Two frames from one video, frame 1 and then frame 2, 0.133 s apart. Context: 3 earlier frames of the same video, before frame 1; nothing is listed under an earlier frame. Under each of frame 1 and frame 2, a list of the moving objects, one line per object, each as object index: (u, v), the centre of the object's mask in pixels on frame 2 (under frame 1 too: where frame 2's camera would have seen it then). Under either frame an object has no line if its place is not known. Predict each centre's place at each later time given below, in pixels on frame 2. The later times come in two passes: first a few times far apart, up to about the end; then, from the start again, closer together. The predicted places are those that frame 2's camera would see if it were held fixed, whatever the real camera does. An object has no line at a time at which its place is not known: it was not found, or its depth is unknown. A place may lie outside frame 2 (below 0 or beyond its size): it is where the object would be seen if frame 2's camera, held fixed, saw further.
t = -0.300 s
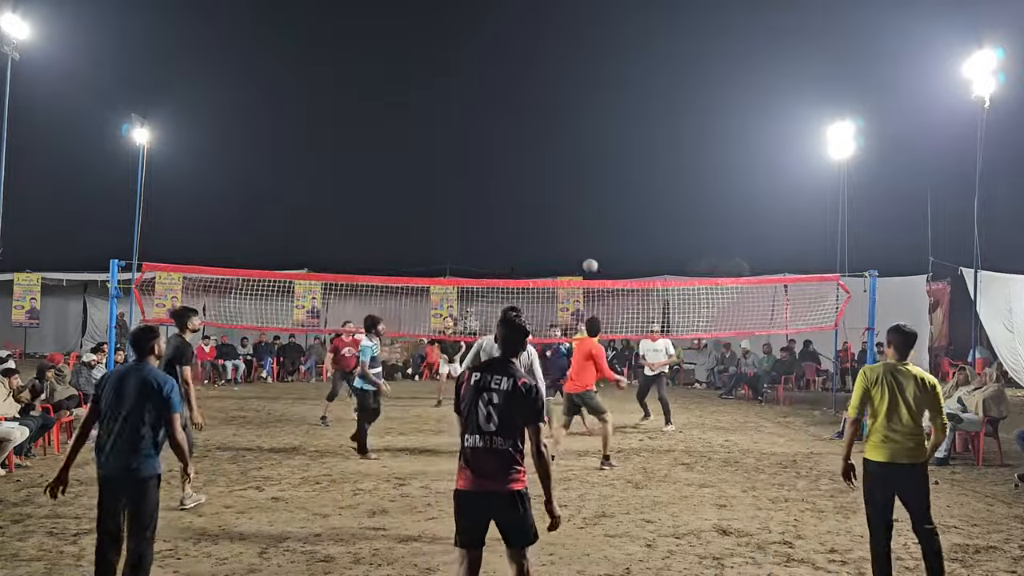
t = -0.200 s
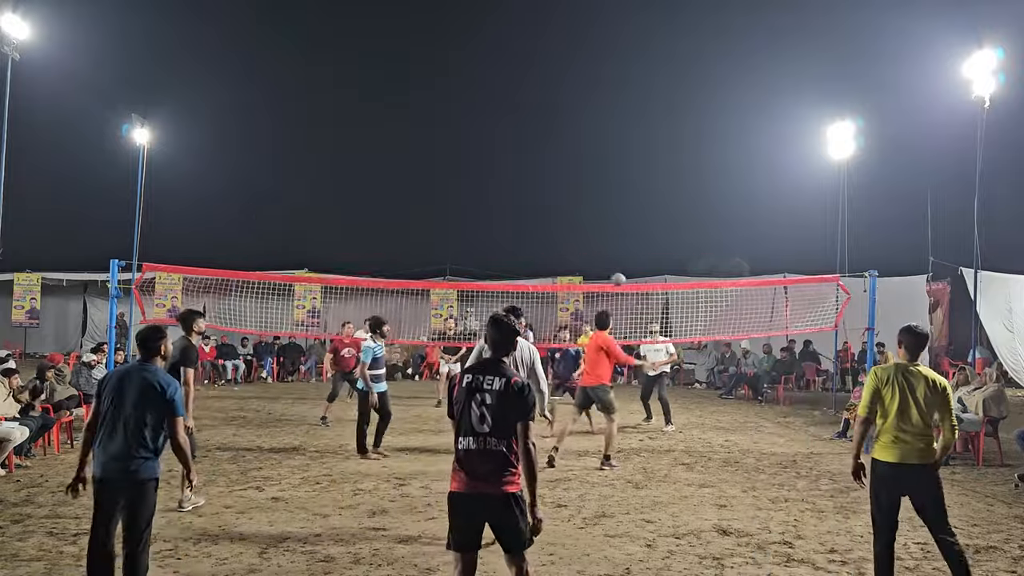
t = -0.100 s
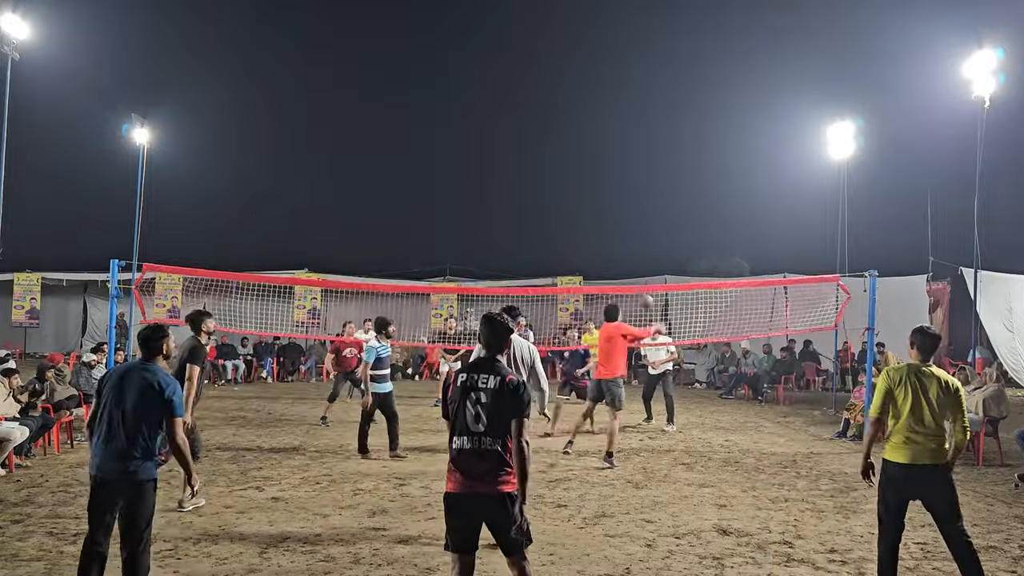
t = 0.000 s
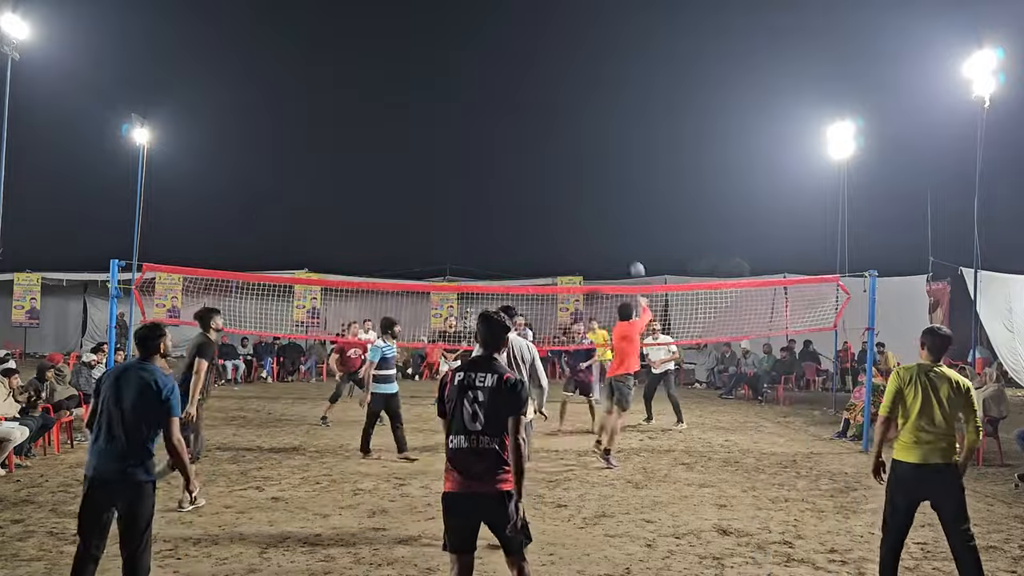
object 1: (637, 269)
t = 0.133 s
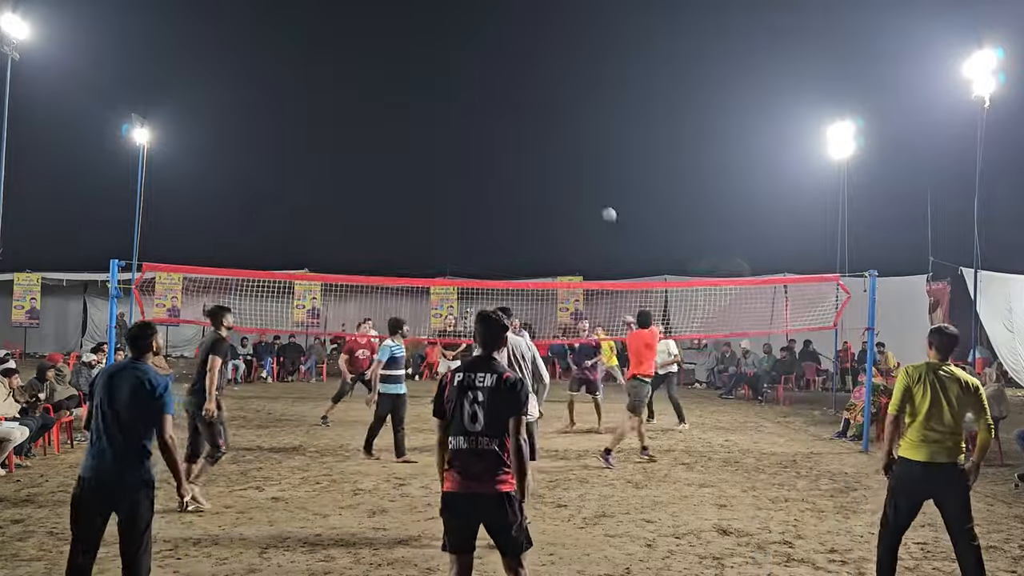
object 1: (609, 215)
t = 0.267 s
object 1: (585, 178)
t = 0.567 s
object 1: (540, 149)
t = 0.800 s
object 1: (512, 166)
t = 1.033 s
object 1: (489, 207)
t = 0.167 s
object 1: (603, 204)
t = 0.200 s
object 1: (597, 194)
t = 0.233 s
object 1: (591, 185)
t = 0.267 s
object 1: (585, 178)
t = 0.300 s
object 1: (579, 171)
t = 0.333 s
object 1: (574, 165)
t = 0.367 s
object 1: (569, 161)
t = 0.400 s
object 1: (563, 157)
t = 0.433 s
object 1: (558, 154)
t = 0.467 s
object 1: (553, 152)
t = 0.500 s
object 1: (549, 150)
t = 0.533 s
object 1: (544, 149)
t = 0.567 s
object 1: (540, 149)
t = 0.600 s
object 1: (536, 149)
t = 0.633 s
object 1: (531, 151)
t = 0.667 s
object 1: (527, 153)
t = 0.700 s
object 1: (523, 155)
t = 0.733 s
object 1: (519, 158)
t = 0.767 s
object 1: (516, 162)
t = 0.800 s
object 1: (512, 166)
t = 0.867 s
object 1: (505, 175)
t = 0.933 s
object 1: (498, 186)
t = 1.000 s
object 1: (492, 199)
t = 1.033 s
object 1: (489, 207)
